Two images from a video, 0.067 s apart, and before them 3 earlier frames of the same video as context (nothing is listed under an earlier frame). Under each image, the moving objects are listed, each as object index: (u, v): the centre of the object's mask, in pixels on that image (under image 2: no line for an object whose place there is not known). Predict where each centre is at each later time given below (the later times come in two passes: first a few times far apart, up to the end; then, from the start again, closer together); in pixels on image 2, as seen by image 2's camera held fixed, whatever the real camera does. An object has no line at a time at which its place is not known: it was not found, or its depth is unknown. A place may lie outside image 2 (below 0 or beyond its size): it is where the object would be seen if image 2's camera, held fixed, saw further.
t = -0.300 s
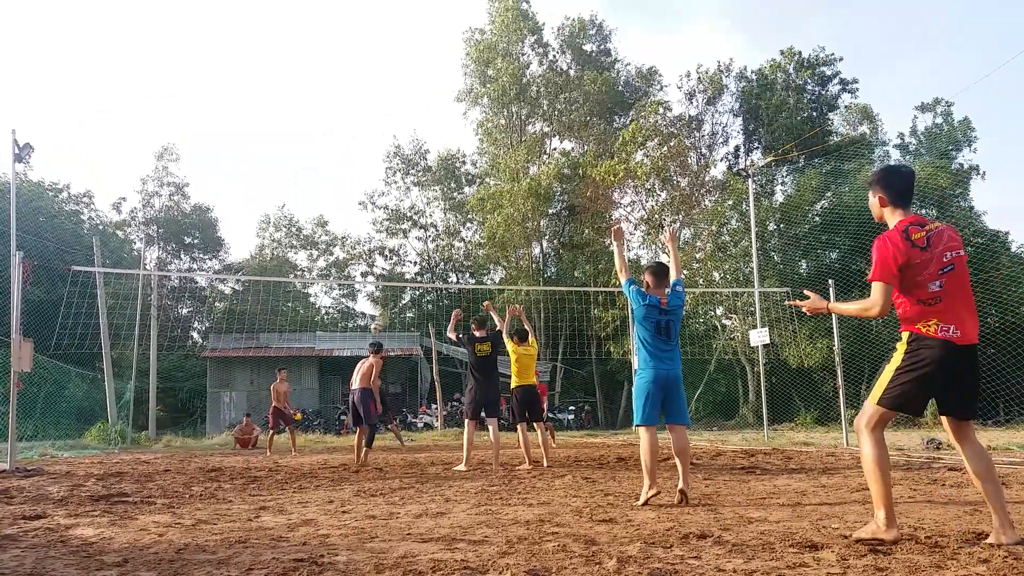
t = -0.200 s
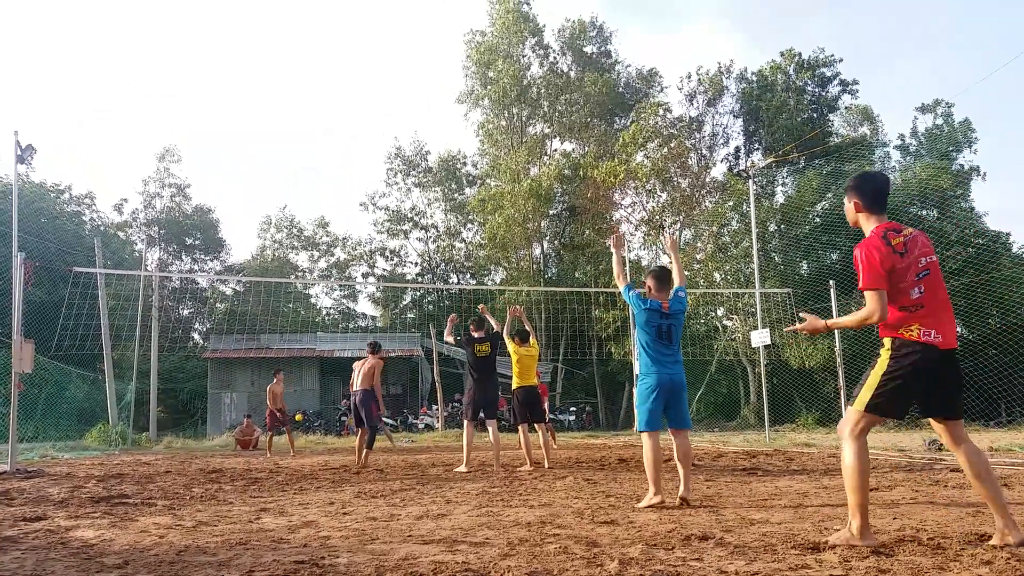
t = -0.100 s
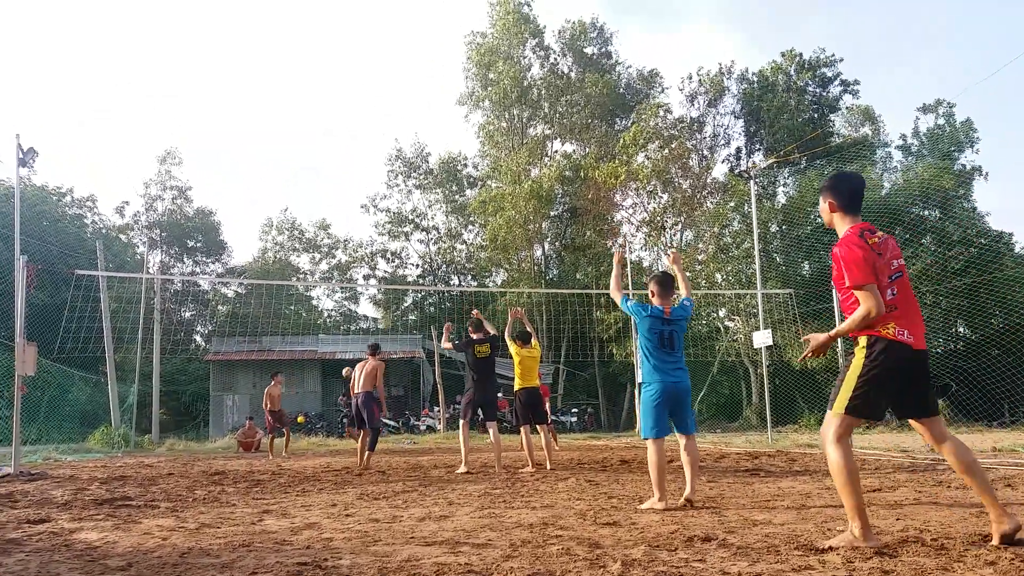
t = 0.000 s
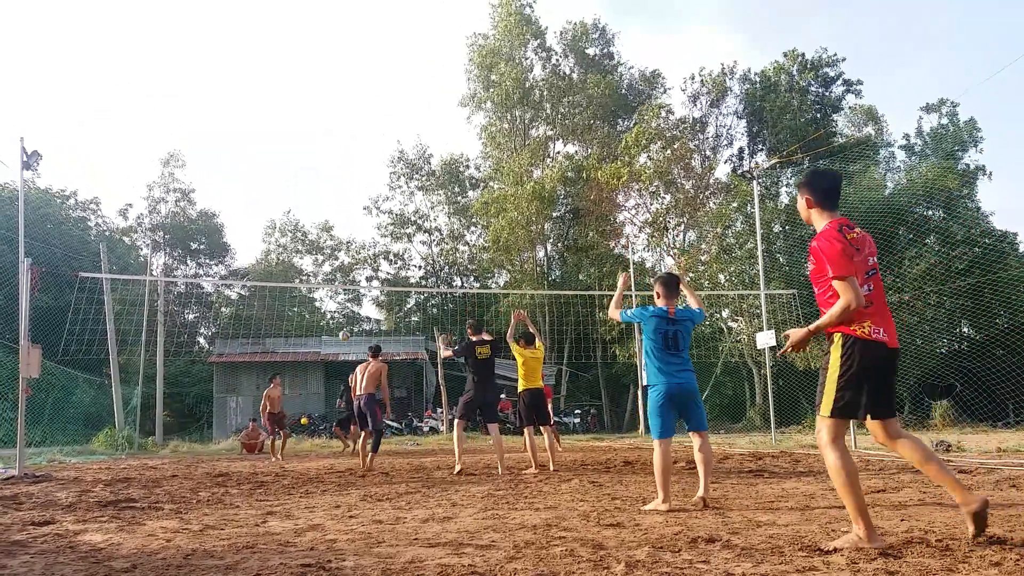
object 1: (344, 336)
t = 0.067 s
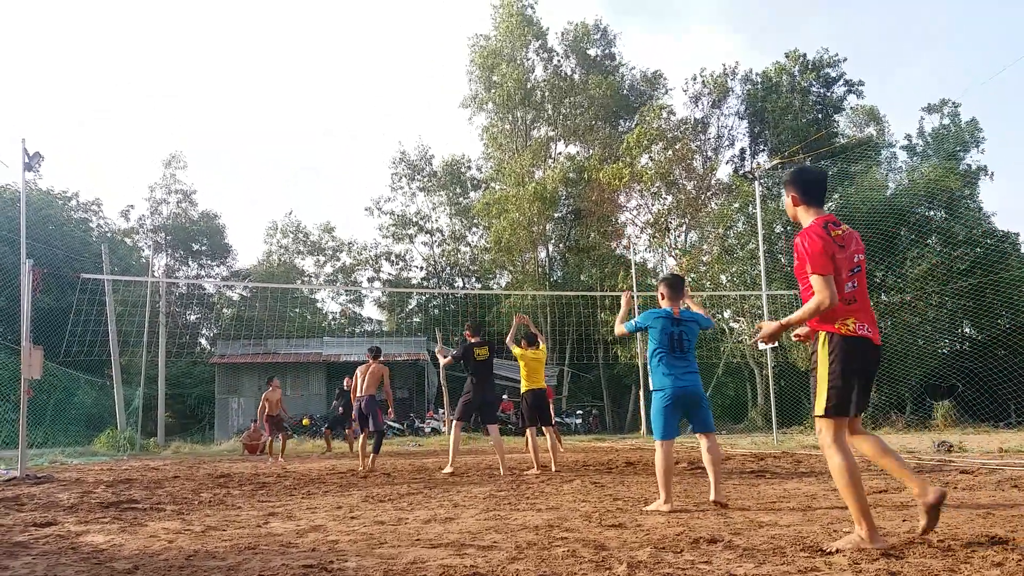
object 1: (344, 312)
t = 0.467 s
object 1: (316, 210)
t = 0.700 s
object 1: (301, 184)
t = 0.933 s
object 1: (285, 186)
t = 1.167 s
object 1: (267, 221)
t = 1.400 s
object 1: (248, 291)
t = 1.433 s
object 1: (244, 305)
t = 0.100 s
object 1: (340, 301)
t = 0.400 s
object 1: (322, 223)
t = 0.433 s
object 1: (319, 216)
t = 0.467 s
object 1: (316, 210)
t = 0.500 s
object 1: (314, 205)
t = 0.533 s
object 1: (312, 200)
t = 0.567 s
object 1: (310, 196)
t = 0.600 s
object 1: (308, 192)
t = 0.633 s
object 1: (305, 188)
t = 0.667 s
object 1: (303, 186)
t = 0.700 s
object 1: (301, 184)
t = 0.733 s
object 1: (298, 182)
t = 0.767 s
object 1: (296, 181)
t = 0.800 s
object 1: (294, 181)
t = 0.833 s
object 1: (291, 182)
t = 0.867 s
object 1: (289, 183)
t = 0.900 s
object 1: (287, 184)
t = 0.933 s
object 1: (285, 186)
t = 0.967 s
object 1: (282, 189)
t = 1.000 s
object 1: (280, 193)
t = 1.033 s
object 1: (278, 197)
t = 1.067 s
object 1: (275, 202)
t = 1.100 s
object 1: (272, 207)
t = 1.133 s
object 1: (270, 213)
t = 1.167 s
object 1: (267, 221)
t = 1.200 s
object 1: (264, 229)
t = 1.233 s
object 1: (262, 237)
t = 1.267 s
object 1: (259, 247)
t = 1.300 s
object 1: (257, 257)
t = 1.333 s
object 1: (255, 267)
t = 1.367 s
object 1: (248, 277)
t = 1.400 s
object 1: (248, 291)
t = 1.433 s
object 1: (244, 305)
